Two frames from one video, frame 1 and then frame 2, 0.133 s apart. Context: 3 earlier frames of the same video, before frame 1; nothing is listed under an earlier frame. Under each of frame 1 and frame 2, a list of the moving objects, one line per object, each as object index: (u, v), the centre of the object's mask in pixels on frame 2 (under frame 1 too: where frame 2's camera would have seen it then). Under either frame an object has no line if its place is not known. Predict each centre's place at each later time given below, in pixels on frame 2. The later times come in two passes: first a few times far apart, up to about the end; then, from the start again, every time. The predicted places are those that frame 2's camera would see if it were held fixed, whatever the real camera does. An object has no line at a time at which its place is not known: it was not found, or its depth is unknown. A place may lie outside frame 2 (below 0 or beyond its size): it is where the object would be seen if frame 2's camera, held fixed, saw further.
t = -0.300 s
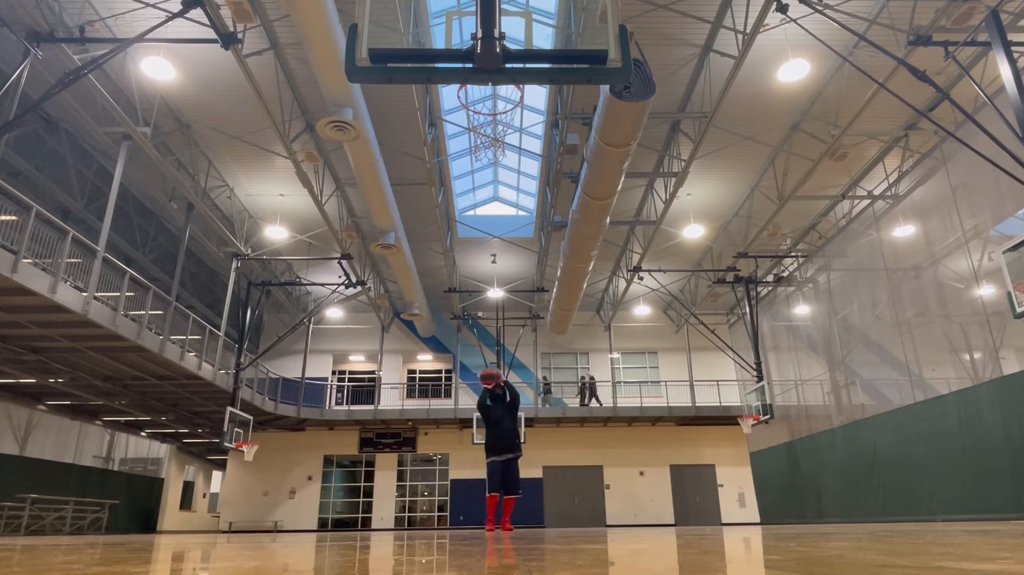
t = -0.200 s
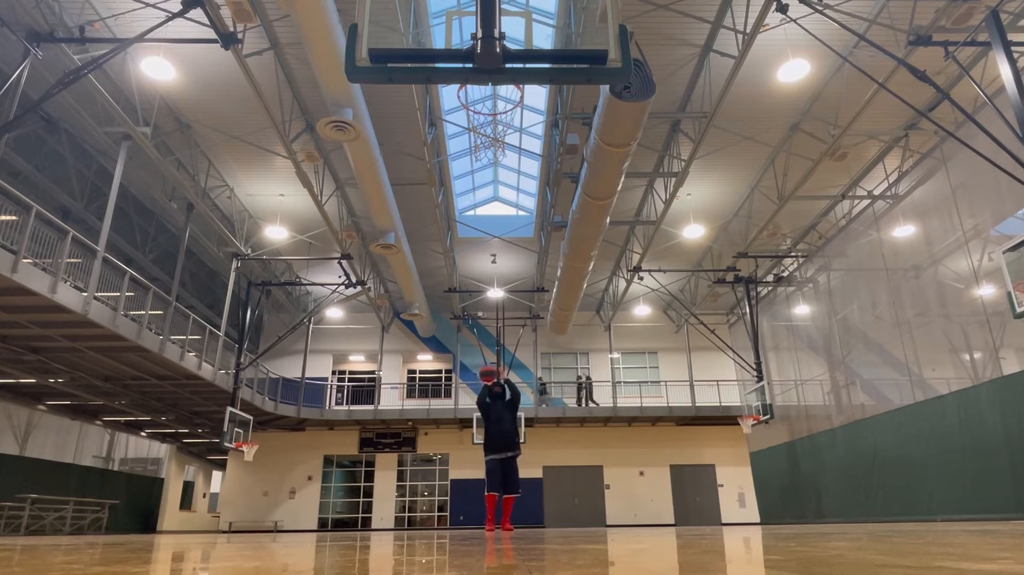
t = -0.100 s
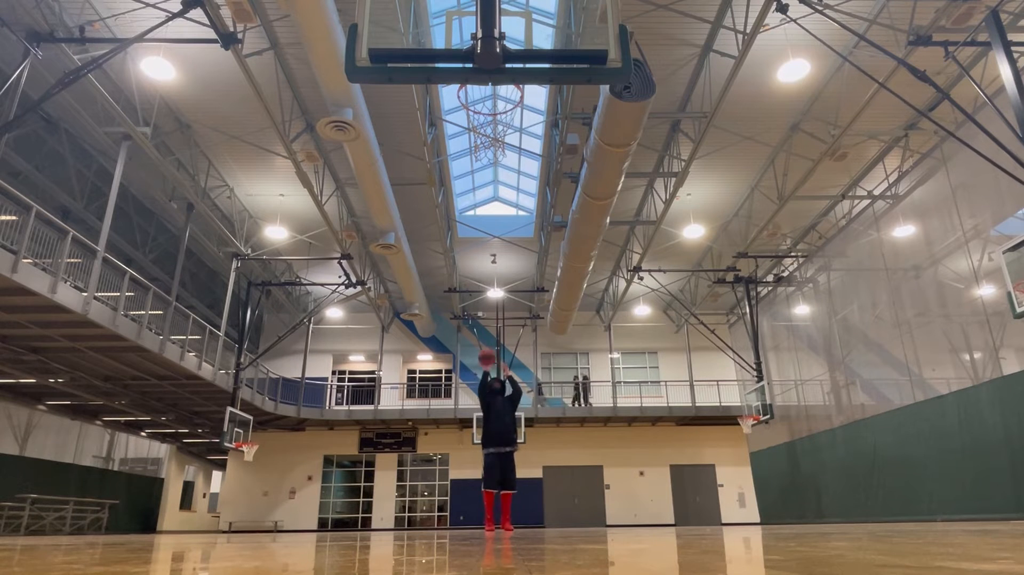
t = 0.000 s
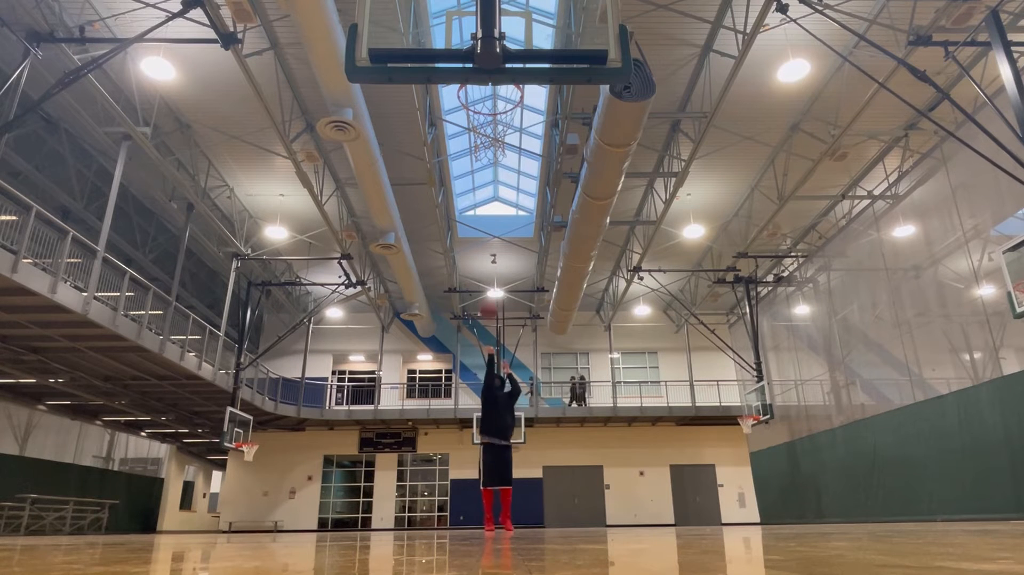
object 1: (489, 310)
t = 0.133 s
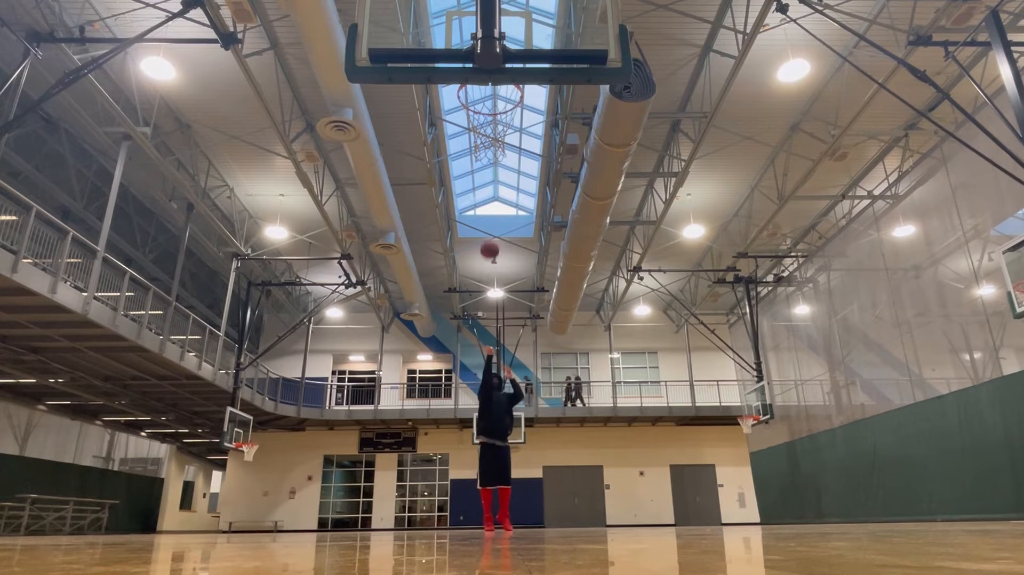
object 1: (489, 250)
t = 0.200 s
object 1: (490, 223)
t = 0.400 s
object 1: (492, 156)
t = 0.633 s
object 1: (495, 105)
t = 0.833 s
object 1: (499, 94)
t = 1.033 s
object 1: (491, 122)
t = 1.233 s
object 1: (465, 207)
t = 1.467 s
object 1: (429, 404)
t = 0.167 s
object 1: (490, 237)
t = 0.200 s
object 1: (490, 223)
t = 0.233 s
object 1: (491, 211)
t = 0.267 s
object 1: (491, 199)
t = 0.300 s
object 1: (491, 188)
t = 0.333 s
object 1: (492, 177)
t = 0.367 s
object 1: (492, 167)
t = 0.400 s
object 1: (492, 156)
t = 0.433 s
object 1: (493, 148)
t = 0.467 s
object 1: (493, 139)
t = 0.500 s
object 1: (494, 131)
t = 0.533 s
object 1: (494, 123)
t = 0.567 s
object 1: (494, 117)
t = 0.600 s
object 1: (495, 110)
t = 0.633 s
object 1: (495, 105)
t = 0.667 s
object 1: (496, 100)
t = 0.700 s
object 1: (496, 97)
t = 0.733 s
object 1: (497, 95)
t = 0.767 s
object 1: (498, 94)
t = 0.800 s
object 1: (498, 94)
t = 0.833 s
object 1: (499, 94)
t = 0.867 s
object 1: (500, 95)
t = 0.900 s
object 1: (501, 96)
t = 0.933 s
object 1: (502, 99)
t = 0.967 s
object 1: (499, 107)
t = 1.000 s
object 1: (495, 114)
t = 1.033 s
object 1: (491, 122)
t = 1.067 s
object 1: (487, 132)
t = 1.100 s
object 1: (483, 143)
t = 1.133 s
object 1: (479, 156)
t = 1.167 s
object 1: (475, 171)
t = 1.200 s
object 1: (470, 187)
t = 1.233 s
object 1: (465, 207)
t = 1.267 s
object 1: (461, 227)
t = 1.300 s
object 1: (456, 251)
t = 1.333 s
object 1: (451, 276)
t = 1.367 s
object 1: (445, 302)
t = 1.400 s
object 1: (442, 335)
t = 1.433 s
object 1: (437, 365)
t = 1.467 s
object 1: (429, 404)
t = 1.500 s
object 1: (422, 443)
